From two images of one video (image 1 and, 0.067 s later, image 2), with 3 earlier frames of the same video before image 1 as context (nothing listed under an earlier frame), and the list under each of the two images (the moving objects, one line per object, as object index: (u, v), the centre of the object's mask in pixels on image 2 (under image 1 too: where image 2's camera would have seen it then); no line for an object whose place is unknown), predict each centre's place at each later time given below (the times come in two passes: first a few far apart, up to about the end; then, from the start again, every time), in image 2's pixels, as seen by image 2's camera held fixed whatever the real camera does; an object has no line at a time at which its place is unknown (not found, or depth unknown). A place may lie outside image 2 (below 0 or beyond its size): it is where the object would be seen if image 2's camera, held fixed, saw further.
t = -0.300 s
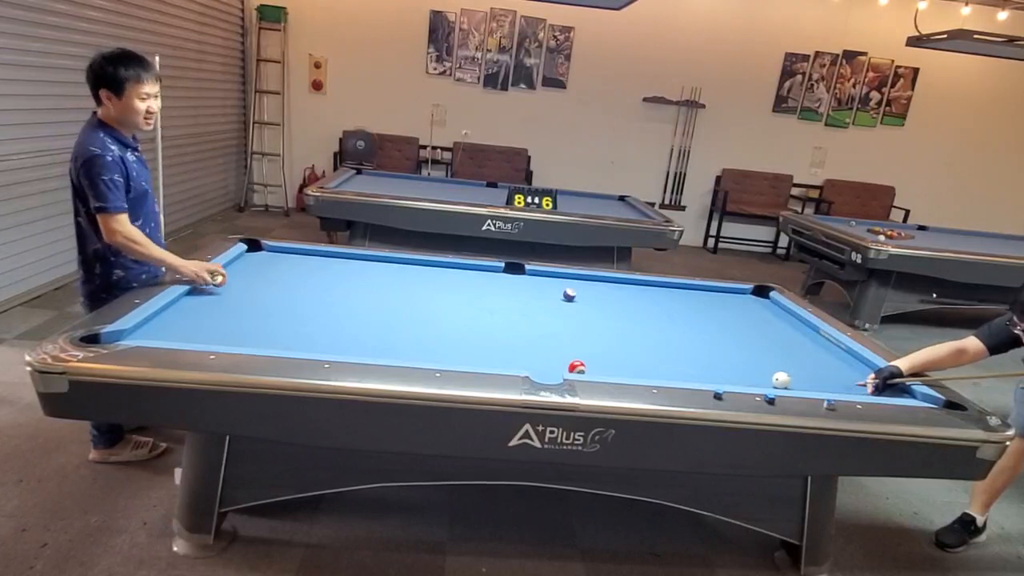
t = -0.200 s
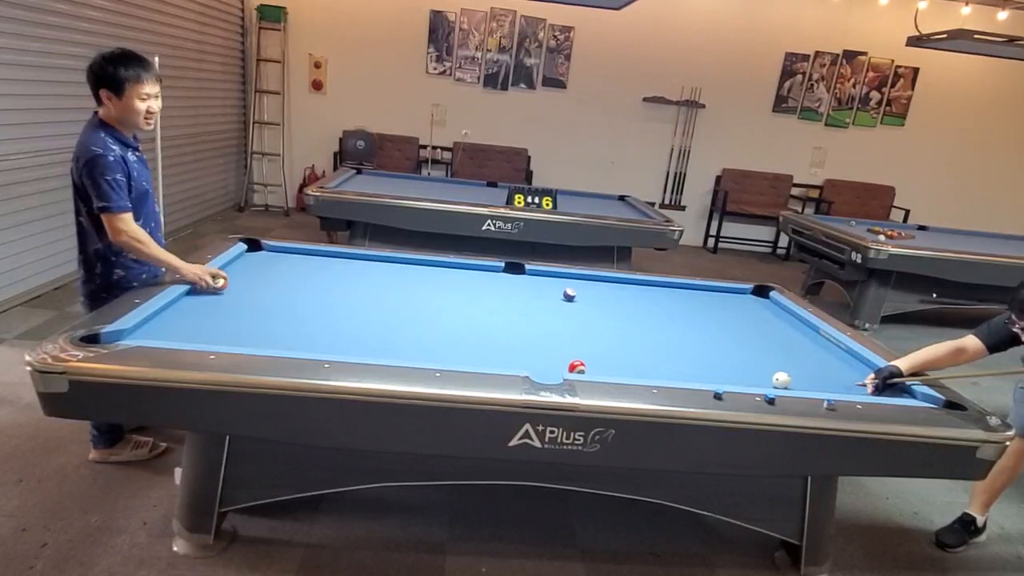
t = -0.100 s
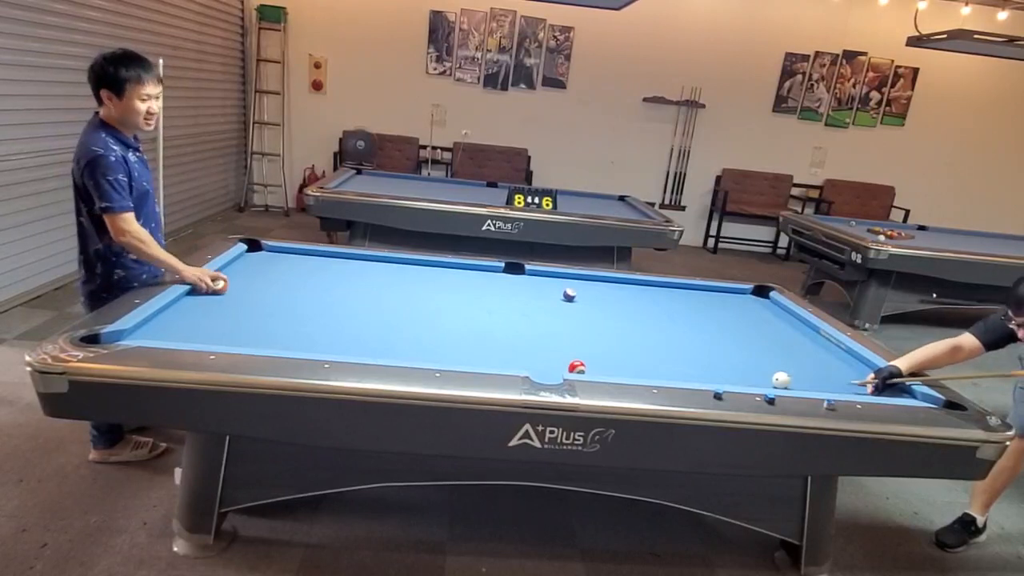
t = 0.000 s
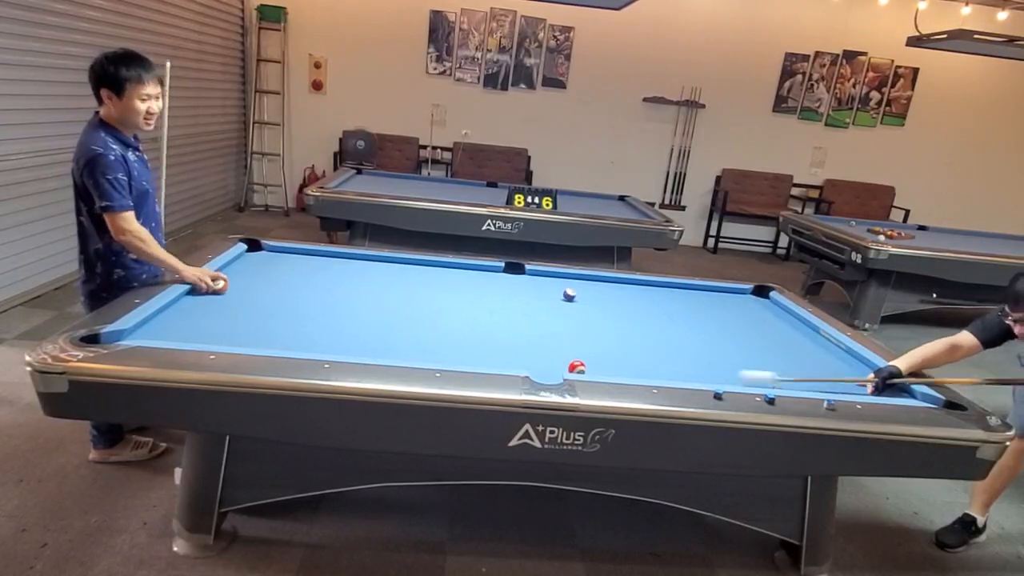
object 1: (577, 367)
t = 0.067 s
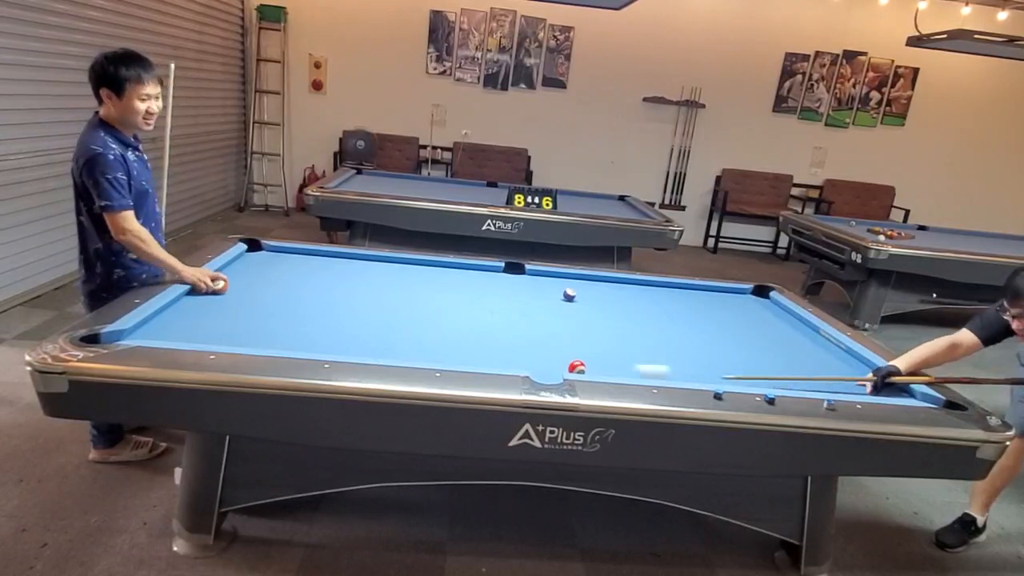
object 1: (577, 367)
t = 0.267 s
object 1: (326, 346)
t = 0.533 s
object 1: (267, 339)
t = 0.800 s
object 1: (461, 355)
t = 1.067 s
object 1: (531, 361)
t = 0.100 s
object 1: (576, 367)
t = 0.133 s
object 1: (530, 363)
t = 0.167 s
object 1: (477, 357)
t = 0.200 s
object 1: (425, 354)
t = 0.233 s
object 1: (375, 350)
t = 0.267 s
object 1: (326, 346)
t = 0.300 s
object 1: (275, 341)
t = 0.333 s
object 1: (225, 337)
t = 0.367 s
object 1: (177, 332)
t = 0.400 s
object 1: (144, 330)
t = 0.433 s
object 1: (176, 331)
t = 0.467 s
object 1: (205, 334)
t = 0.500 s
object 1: (238, 337)
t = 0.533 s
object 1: (267, 339)
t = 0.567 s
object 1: (294, 341)
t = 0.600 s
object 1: (320, 343)
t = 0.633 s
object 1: (345, 346)
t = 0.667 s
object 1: (369, 348)
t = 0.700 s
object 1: (393, 349)
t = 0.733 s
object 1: (416, 351)
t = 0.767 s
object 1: (439, 353)
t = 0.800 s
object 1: (461, 355)
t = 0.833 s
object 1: (484, 356)
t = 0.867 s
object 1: (507, 358)
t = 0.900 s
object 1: (526, 359)
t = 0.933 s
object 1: (525, 359)
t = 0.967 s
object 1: (525, 360)
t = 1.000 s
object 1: (526, 360)
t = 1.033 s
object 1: (528, 360)
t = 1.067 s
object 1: (531, 361)
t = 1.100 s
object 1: (534, 361)
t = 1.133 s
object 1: (538, 362)
